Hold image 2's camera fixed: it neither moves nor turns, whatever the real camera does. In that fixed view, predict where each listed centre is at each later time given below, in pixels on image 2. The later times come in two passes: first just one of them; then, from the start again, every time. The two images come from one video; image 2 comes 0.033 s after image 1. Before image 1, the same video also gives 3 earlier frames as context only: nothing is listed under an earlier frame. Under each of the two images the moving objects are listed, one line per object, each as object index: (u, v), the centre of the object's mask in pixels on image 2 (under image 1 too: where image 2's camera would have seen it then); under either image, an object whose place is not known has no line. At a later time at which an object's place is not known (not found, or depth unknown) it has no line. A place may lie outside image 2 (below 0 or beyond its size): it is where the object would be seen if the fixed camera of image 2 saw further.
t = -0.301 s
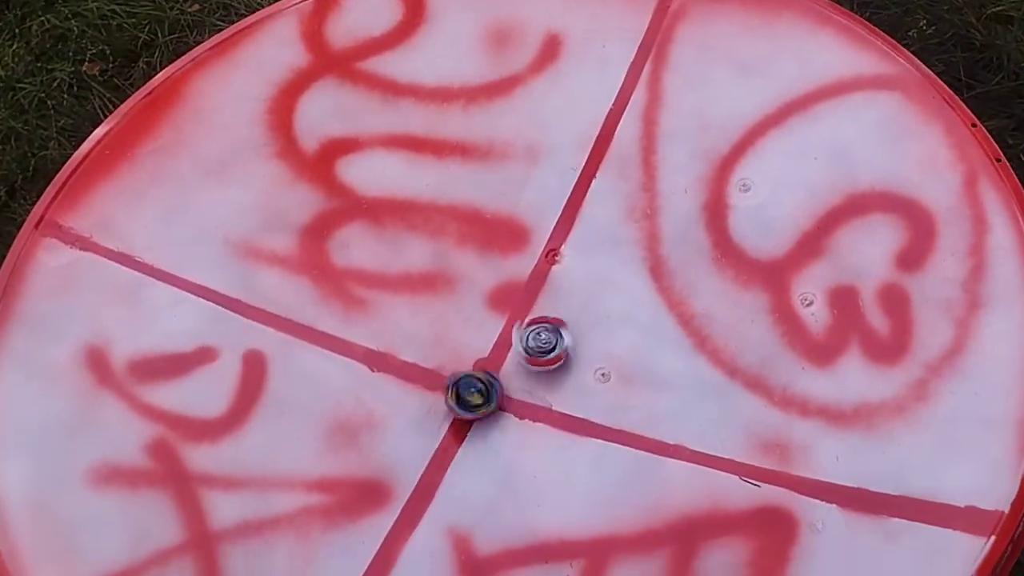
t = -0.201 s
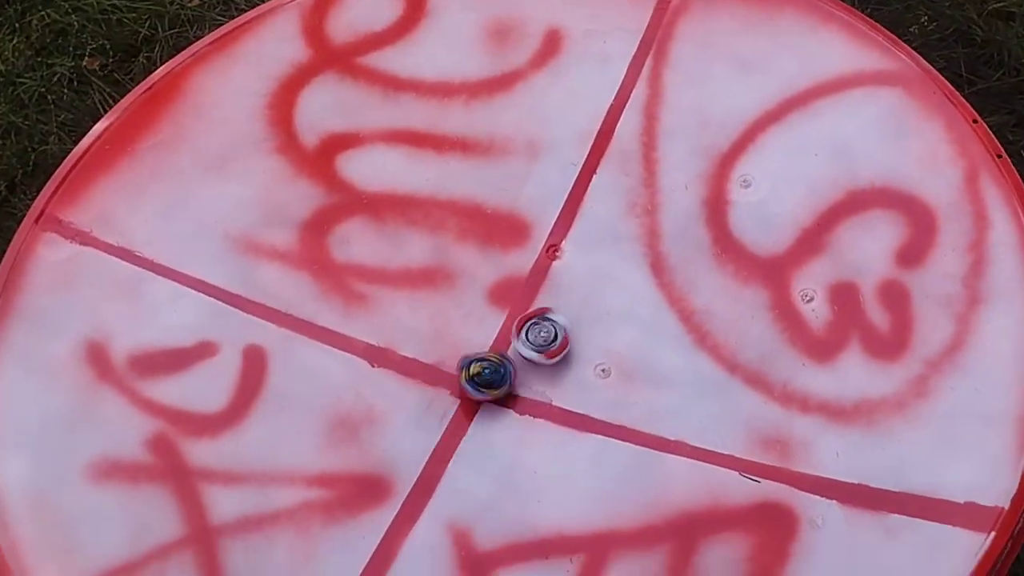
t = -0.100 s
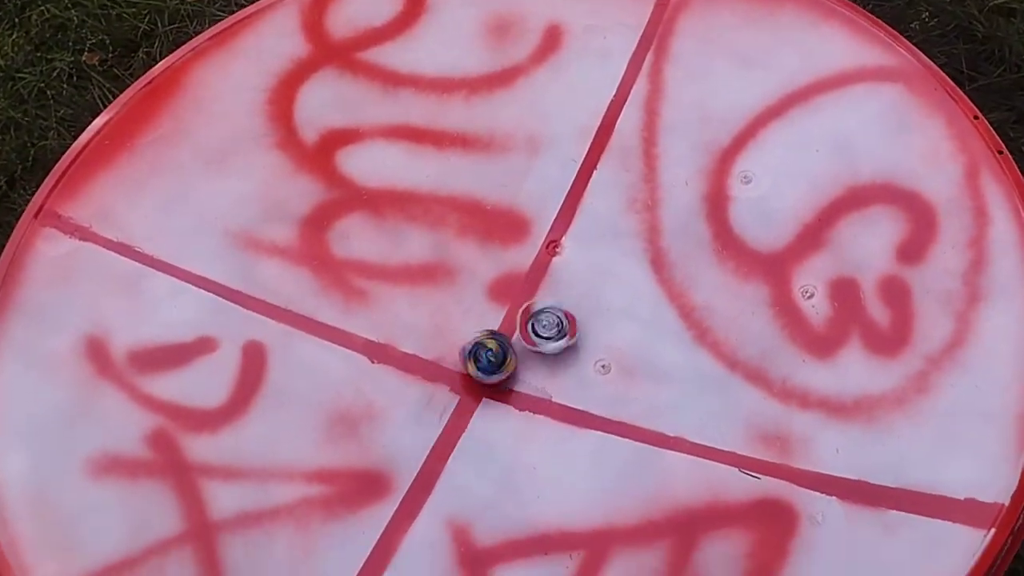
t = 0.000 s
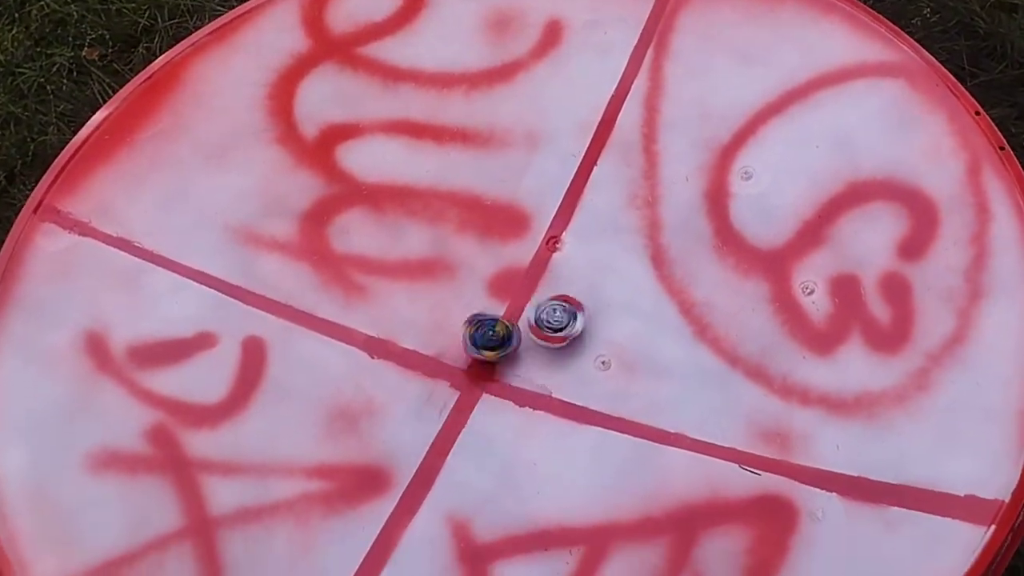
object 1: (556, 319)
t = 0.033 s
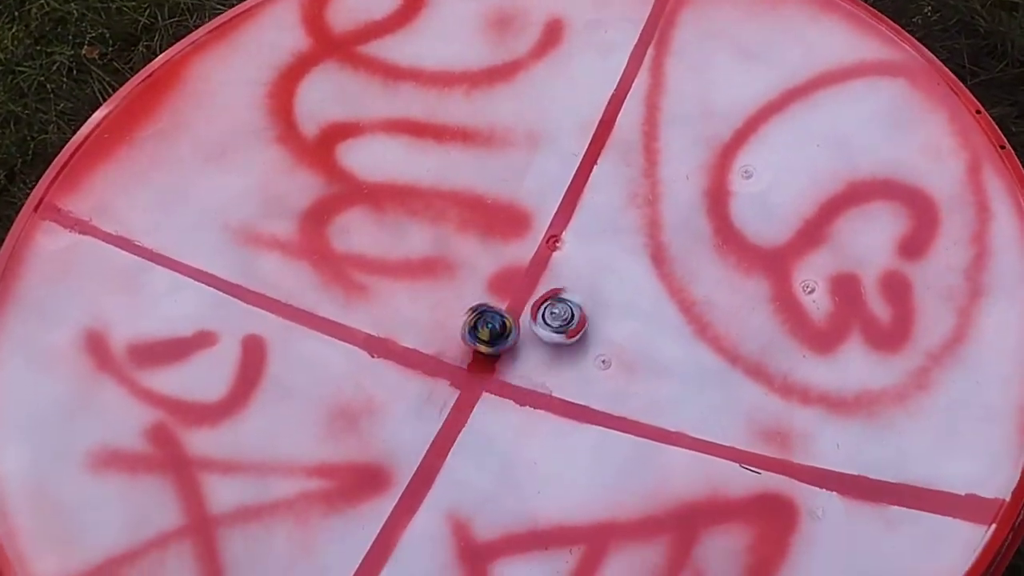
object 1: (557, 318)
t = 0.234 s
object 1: (567, 309)
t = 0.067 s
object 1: (559, 316)
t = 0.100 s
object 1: (562, 314)
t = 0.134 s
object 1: (562, 313)
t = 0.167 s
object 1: (566, 312)
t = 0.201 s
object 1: (565, 309)
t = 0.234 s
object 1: (567, 309)
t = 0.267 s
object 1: (568, 306)
